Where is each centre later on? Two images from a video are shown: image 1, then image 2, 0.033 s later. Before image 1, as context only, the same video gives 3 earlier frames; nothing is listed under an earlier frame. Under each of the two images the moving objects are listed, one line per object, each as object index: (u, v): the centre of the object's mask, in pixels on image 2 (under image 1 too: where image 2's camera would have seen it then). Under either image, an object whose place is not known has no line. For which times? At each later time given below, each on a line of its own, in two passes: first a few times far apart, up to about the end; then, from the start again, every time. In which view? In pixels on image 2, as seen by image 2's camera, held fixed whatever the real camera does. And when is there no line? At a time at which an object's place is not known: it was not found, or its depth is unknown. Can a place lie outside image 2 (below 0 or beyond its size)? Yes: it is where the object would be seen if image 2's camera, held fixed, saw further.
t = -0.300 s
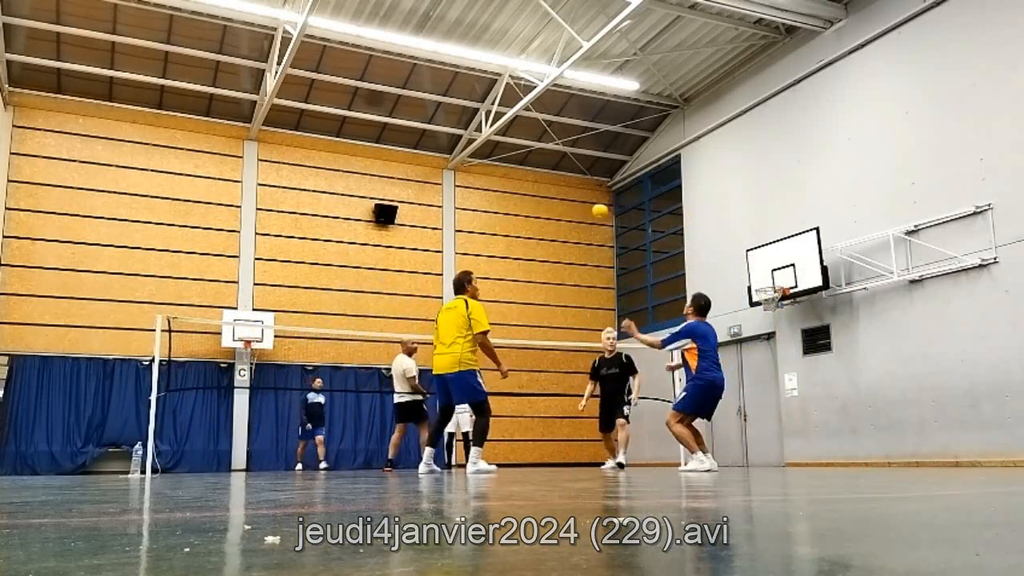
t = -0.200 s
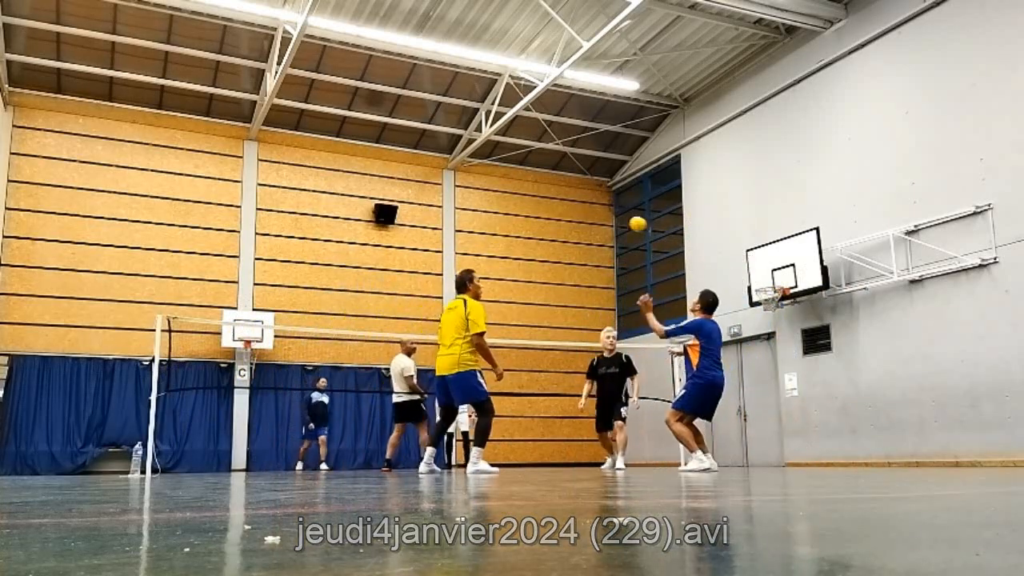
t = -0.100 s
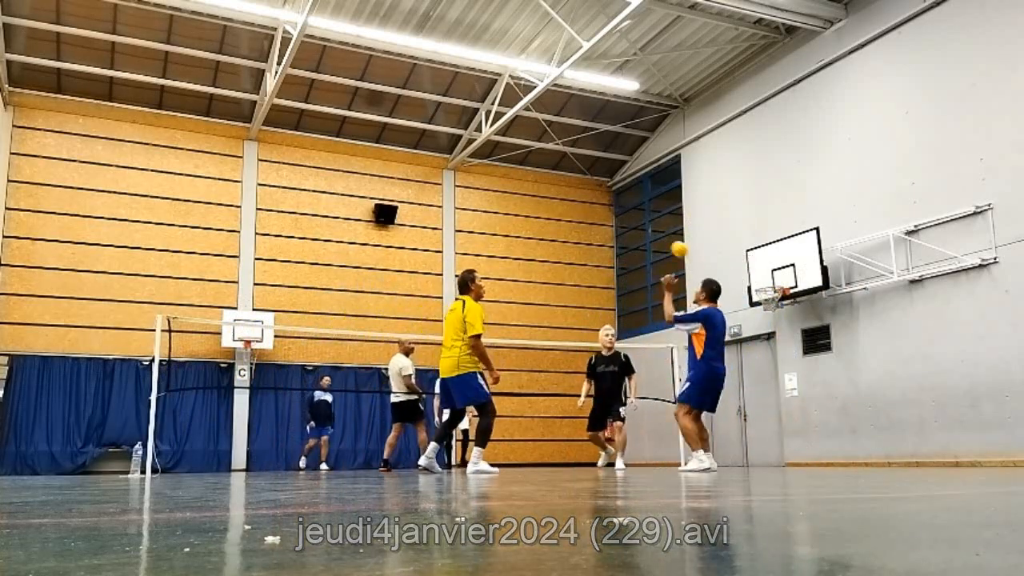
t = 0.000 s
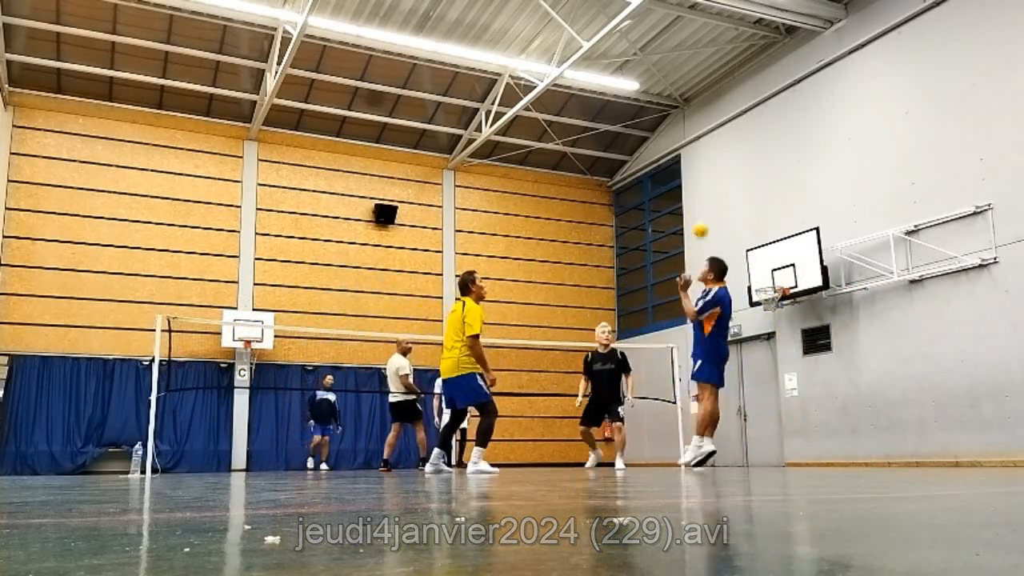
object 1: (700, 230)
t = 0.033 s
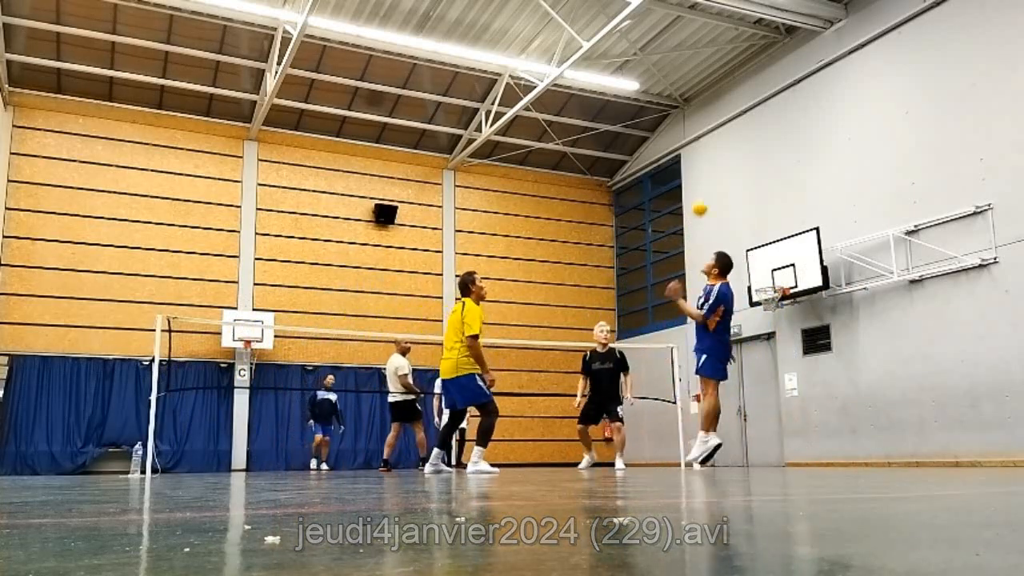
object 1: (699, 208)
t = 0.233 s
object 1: (698, 104)
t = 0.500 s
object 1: (699, 30)
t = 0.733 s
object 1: (702, 27)
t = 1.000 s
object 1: (709, 102)
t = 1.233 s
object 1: (720, 249)
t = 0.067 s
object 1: (699, 188)
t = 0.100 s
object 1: (698, 168)
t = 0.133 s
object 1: (698, 150)
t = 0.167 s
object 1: (698, 133)
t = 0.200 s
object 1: (698, 117)
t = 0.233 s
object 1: (698, 104)
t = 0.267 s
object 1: (698, 91)
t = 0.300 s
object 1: (697, 78)
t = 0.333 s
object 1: (698, 67)
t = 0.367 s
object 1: (698, 57)
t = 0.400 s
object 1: (698, 48)
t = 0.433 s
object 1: (698, 41)
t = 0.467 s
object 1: (698, 35)
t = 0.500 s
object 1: (699, 30)
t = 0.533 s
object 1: (699, 25)
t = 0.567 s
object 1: (699, 23)
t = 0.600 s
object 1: (700, 21)
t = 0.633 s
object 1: (700, 21)
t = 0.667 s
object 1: (701, 22)
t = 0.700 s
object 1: (701, 23)
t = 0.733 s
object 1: (702, 27)
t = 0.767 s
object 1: (703, 31)
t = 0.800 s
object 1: (704, 37)
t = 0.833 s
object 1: (705, 44)
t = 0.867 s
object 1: (706, 54)
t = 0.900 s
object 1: (706, 63)
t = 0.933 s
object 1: (707, 75)
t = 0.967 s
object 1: (708, 88)
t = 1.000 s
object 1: (709, 102)
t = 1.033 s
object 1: (710, 118)
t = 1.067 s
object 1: (712, 135)
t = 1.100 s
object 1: (713, 155)
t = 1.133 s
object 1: (715, 176)
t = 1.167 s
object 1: (716, 199)
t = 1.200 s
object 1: (718, 223)
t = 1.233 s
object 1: (720, 249)
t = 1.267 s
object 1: (721, 277)
